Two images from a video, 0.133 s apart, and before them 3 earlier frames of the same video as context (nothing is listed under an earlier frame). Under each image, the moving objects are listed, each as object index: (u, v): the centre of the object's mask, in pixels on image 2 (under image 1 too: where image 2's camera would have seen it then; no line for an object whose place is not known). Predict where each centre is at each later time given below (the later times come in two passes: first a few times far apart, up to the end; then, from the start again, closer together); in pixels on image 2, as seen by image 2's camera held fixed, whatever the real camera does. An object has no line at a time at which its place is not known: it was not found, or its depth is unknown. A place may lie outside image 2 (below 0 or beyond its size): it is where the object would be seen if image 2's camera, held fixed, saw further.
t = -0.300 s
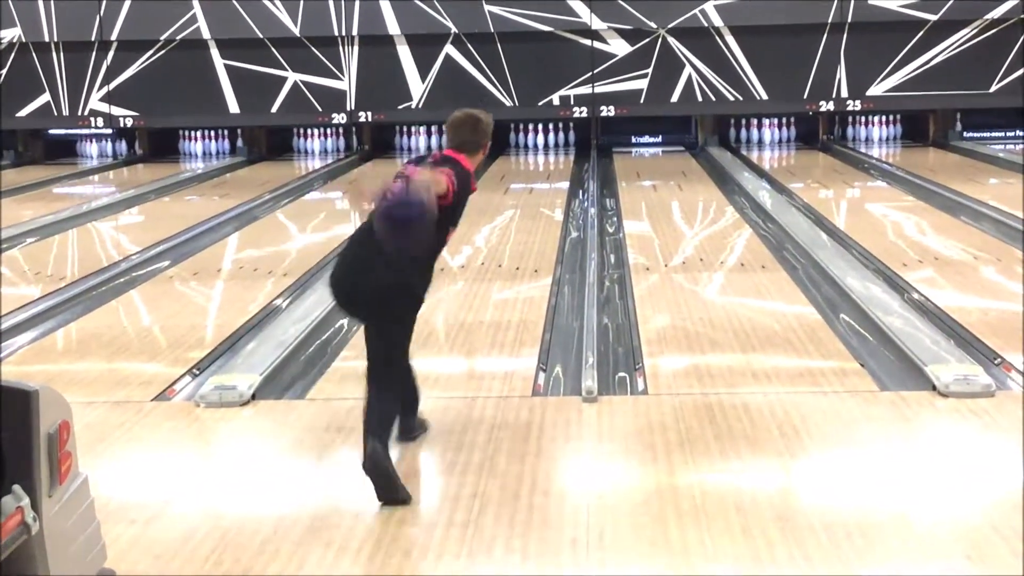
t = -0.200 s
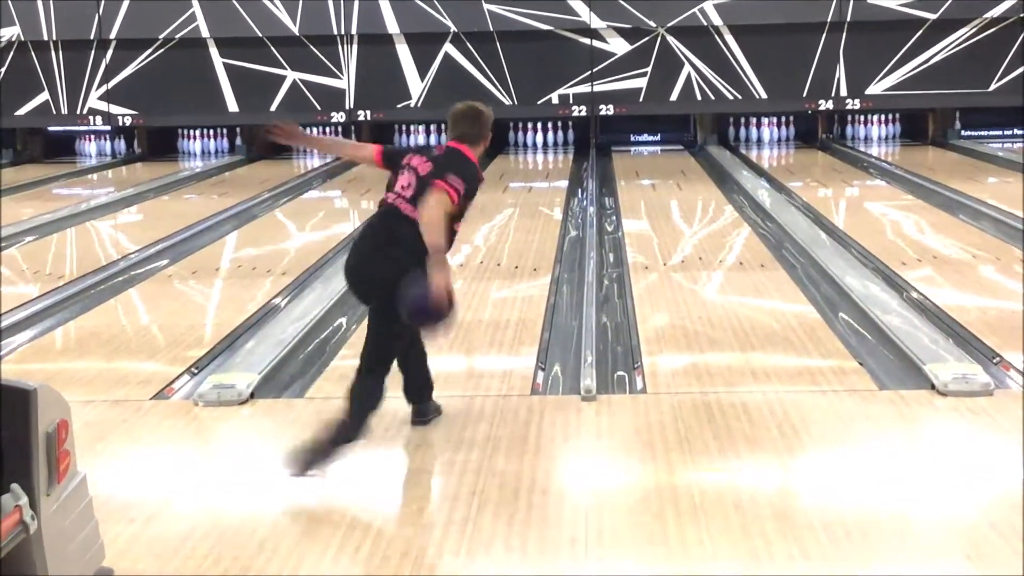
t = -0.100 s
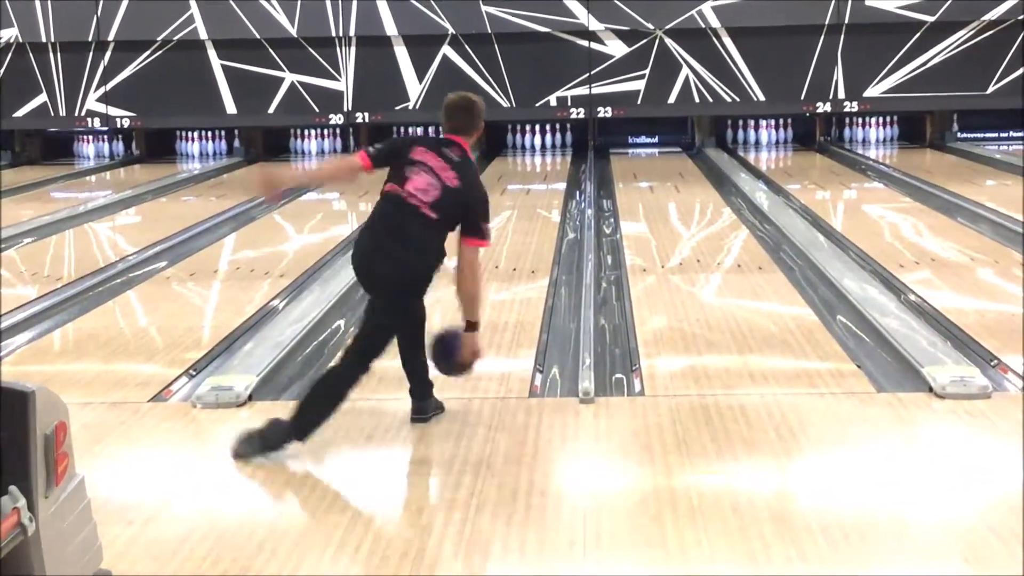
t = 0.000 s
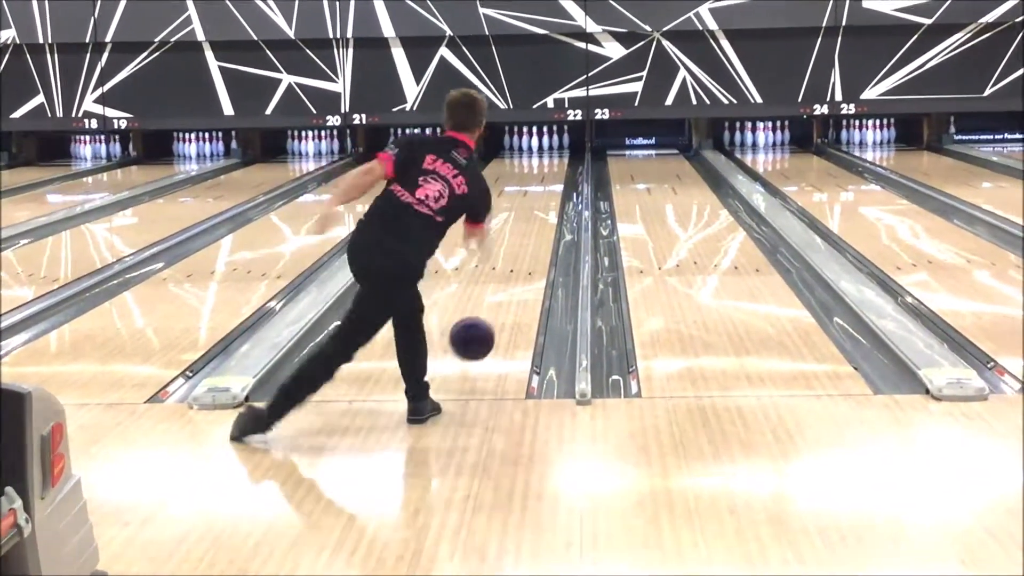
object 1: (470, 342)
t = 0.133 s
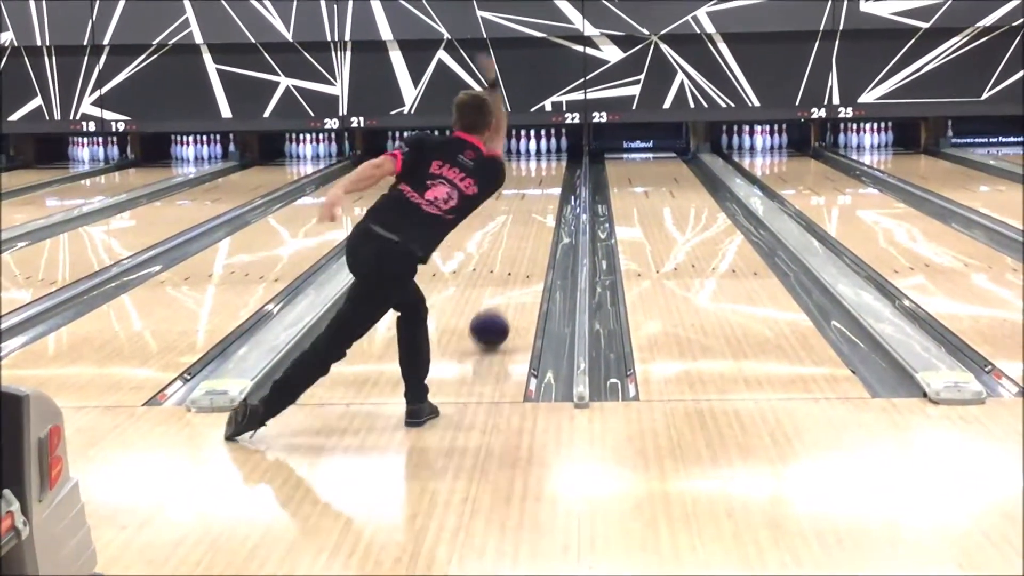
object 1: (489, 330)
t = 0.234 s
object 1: (500, 306)
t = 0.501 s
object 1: (522, 262)
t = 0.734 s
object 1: (533, 234)
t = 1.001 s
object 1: (541, 210)
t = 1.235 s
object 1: (548, 192)
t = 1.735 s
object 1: (548, 167)
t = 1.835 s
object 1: (548, 164)
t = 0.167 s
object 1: (493, 319)
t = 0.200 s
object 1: (497, 312)
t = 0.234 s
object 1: (500, 306)
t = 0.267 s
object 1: (504, 302)
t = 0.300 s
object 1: (507, 295)
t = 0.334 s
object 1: (510, 289)
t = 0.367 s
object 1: (512, 283)
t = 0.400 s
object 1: (515, 277)
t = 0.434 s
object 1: (517, 272)
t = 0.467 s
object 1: (519, 267)
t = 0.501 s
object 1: (522, 262)
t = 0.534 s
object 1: (523, 258)
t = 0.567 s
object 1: (525, 253)
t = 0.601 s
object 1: (527, 249)
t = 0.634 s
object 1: (529, 244)
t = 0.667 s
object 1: (531, 241)
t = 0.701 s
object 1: (532, 237)
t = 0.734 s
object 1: (533, 234)
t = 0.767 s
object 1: (534, 230)
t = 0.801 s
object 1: (535, 227)
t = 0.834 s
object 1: (537, 224)
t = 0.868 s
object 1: (538, 220)
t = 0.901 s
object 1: (539, 217)
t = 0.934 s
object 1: (539, 214)
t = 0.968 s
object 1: (540, 212)
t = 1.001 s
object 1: (541, 210)
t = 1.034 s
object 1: (542, 207)
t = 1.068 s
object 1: (543, 205)
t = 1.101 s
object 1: (543, 202)
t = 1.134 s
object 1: (543, 200)
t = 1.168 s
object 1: (544, 198)
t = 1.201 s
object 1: (545, 195)
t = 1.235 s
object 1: (548, 192)
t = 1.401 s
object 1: (550, 182)
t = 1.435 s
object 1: (550, 181)
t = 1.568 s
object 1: (549, 175)
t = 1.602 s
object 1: (548, 174)
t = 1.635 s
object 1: (548, 171)
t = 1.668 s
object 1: (548, 170)
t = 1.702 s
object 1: (548, 169)
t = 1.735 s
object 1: (548, 167)
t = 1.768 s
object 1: (548, 166)
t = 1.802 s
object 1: (549, 165)
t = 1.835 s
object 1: (548, 164)
